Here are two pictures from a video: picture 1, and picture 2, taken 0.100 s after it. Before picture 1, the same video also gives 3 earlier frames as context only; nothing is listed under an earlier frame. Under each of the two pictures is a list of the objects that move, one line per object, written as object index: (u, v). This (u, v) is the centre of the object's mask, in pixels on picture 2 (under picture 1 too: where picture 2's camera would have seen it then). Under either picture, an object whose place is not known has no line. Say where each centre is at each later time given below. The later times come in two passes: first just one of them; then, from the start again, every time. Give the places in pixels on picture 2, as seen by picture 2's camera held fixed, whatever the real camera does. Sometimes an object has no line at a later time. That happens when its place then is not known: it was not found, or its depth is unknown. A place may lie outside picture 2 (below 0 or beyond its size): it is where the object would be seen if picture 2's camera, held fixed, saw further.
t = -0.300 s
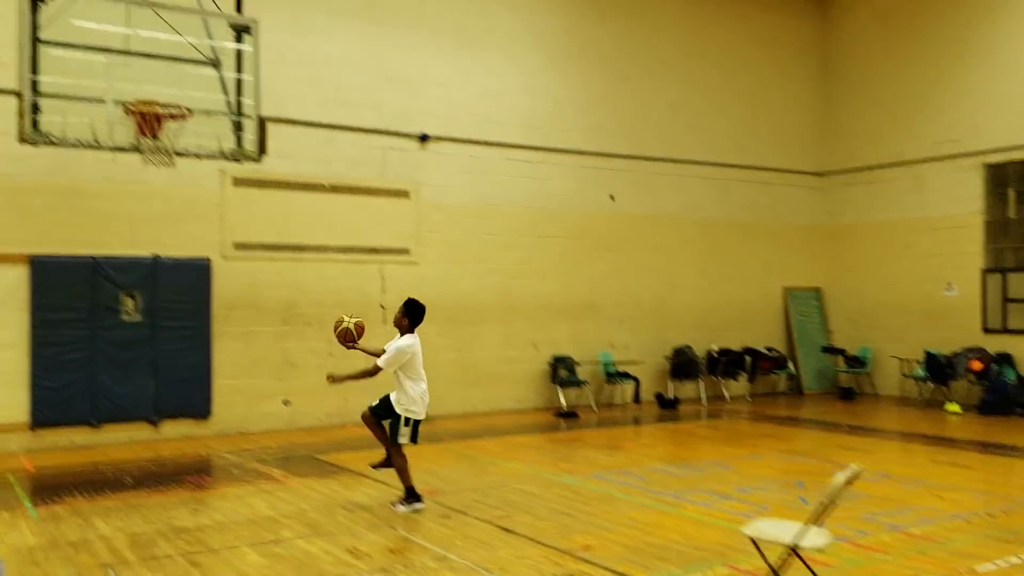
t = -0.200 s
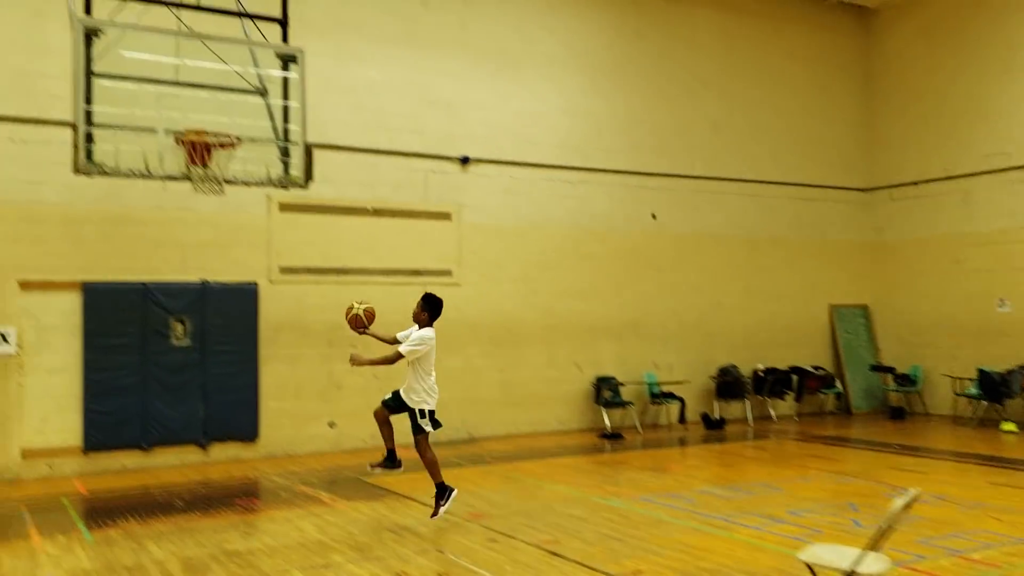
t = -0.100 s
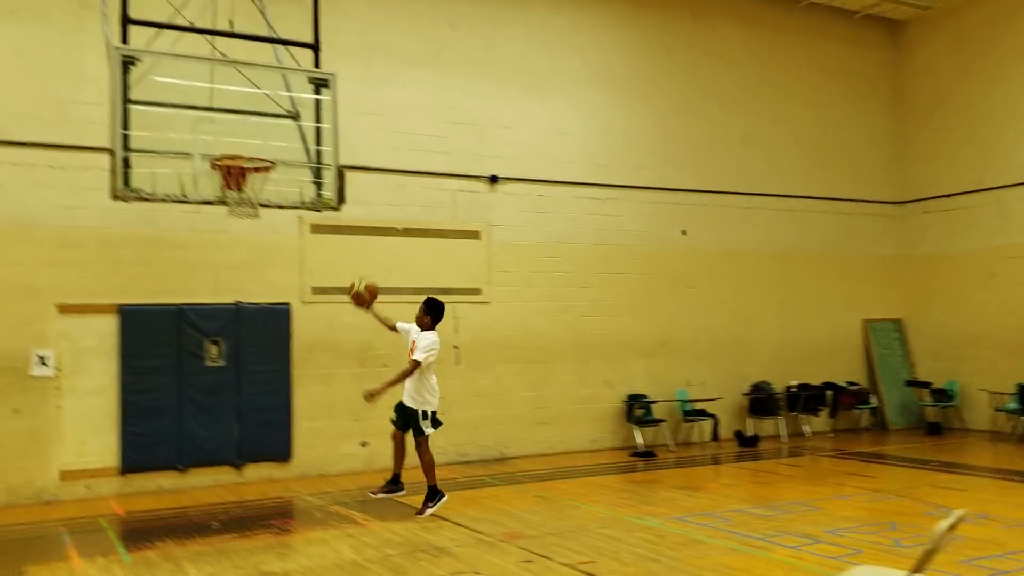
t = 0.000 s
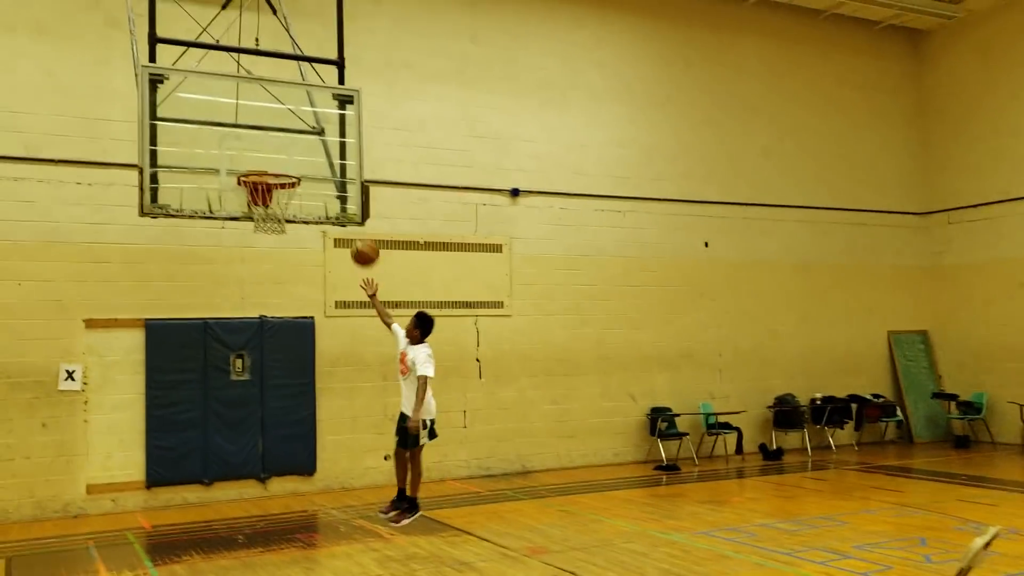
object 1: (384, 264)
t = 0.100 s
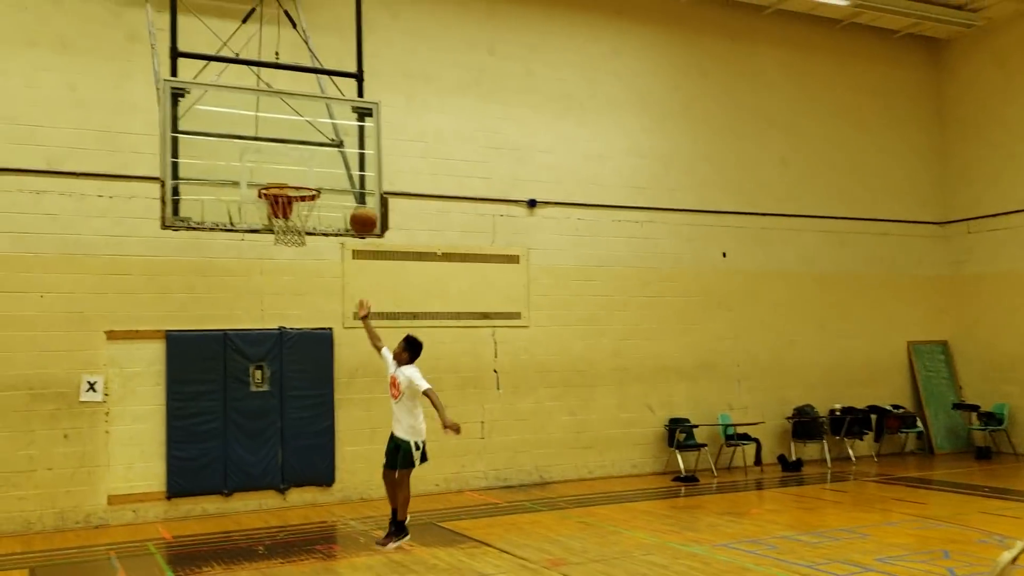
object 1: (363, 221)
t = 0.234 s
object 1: (336, 180)
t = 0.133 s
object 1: (356, 209)
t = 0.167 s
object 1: (350, 198)
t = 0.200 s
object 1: (342, 188)
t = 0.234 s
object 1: (336, 180)
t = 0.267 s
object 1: (329, 174)
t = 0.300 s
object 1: (323, 168)
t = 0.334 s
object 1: (316, 164)
